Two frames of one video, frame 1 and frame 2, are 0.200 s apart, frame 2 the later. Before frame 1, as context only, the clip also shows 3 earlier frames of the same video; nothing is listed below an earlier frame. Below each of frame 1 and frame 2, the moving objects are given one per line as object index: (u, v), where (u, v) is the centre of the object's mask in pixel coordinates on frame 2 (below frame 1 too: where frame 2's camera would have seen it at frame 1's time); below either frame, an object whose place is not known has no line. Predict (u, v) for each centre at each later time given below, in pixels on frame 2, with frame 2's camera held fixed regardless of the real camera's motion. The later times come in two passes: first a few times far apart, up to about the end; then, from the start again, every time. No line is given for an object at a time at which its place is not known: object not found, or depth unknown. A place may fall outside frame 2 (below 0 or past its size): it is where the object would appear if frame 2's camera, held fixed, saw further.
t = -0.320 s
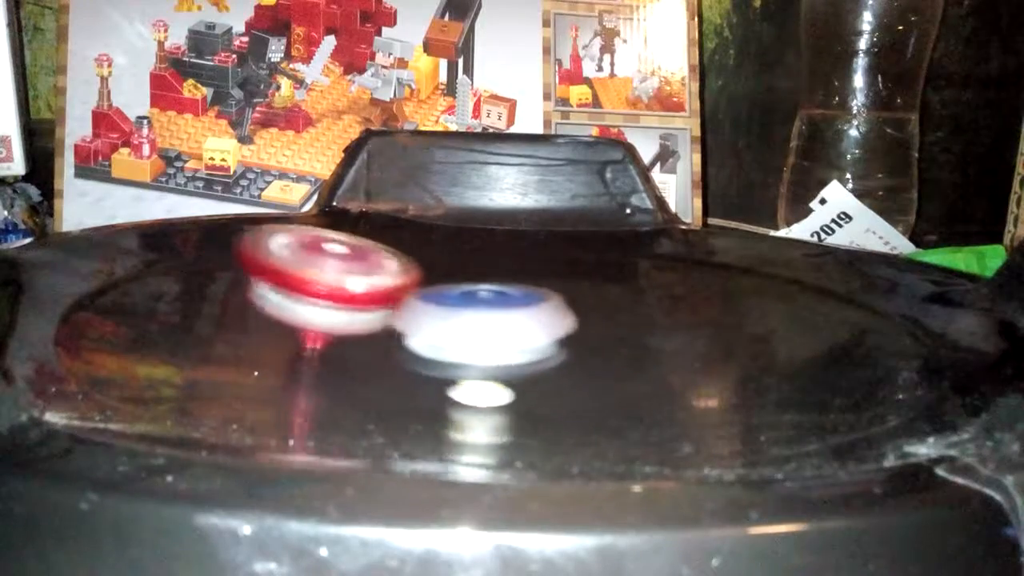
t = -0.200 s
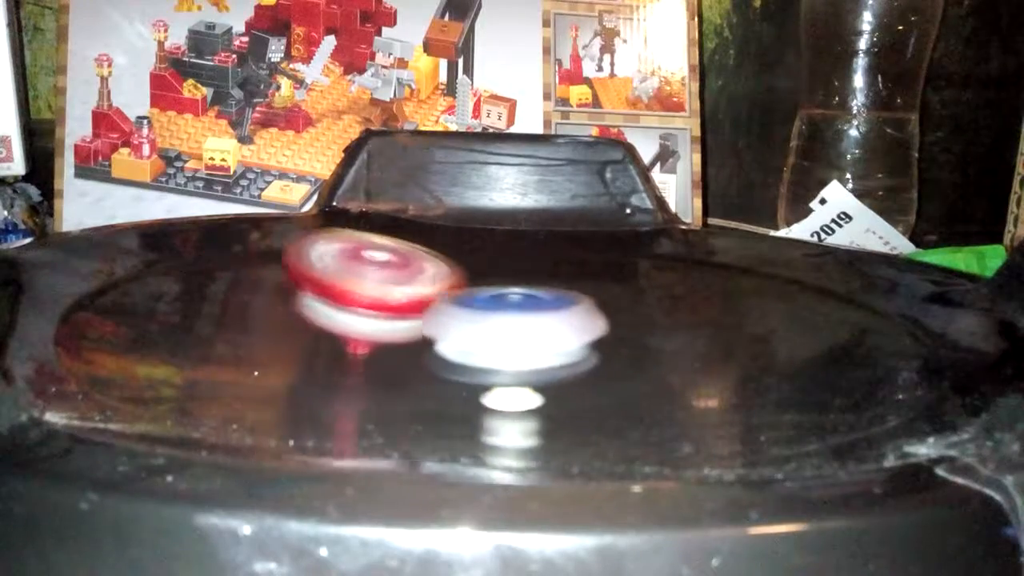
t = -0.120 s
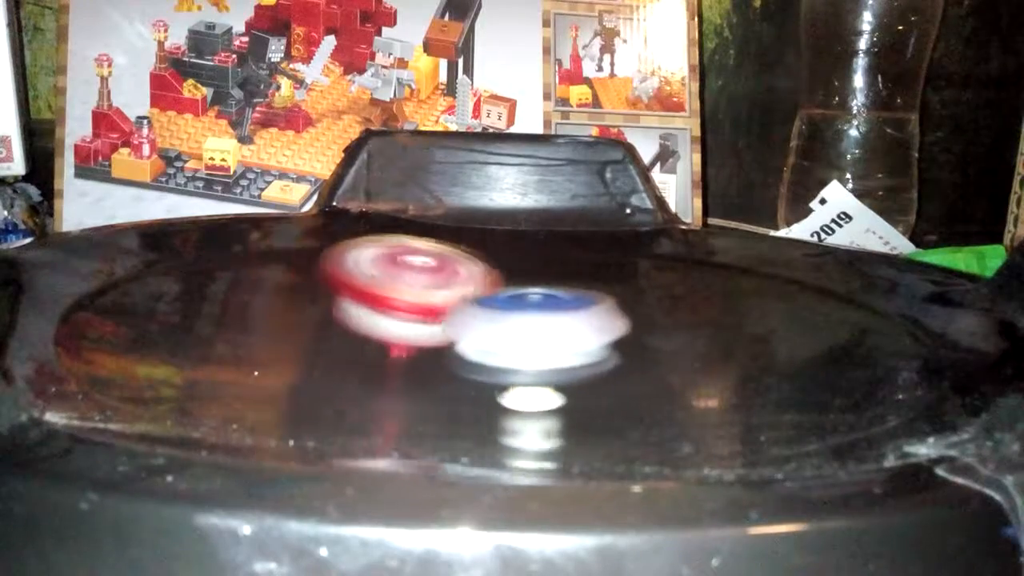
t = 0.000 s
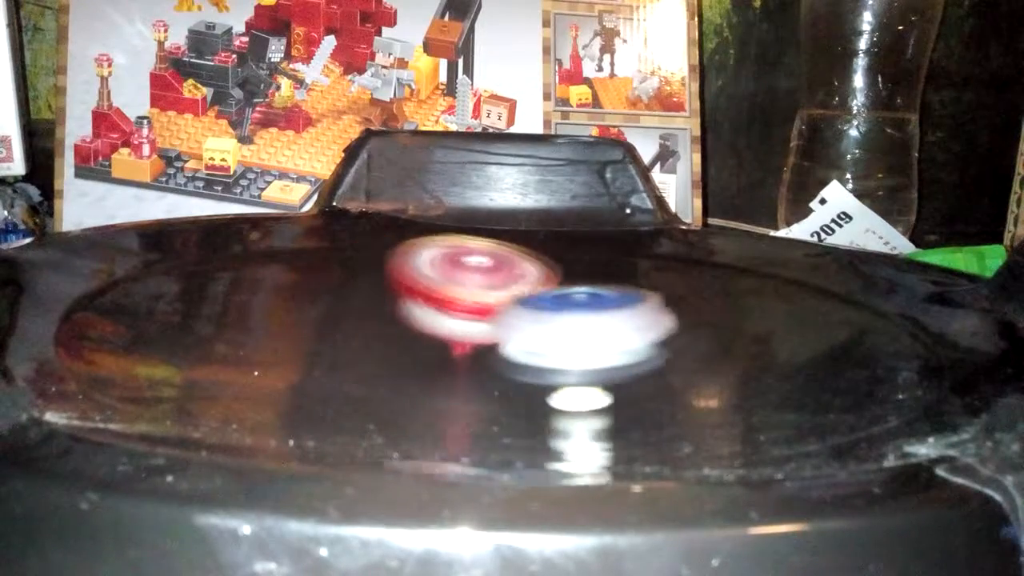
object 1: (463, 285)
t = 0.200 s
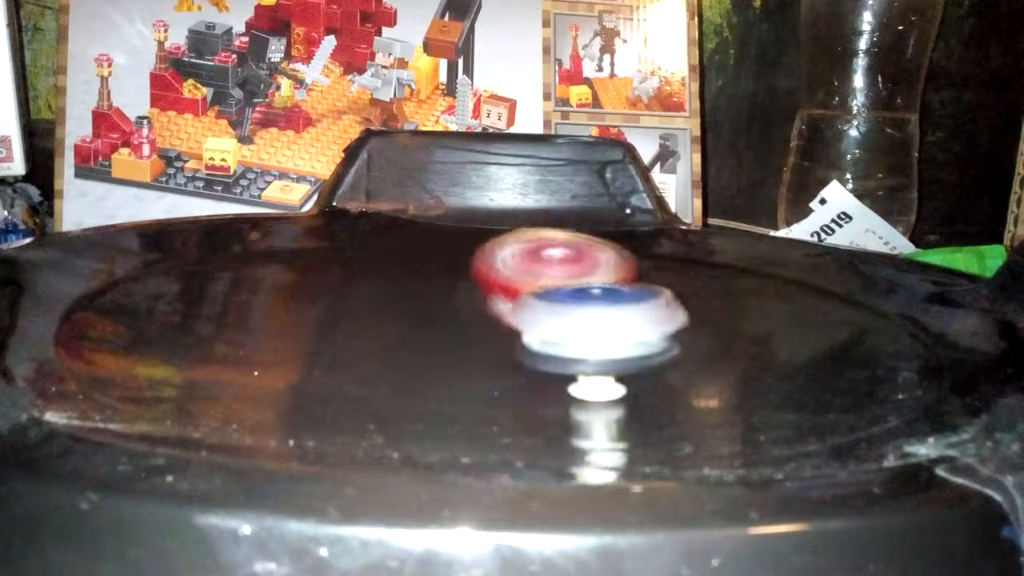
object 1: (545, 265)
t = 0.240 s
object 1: (560, 261)
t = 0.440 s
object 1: (590, 258)
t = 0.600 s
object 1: (577, 274)
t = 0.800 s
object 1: (580, 299)
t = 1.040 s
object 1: (588, 317)
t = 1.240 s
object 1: (582, 321)
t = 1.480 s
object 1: (590, 322)
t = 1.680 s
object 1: (572, 322)
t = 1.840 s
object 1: (524, 321)
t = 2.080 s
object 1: (441, 321)
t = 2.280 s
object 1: (407, 315)
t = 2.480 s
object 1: (418, 310)
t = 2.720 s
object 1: (420, 311)
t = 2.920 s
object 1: (426, 312)
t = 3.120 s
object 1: (449, 310)
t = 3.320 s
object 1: (467, 292)
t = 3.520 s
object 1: (511, 277)
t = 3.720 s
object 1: (528, 294)
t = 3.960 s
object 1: (524, 302)
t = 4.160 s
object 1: (543, 309)
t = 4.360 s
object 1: (546, 315)
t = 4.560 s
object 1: (545, 329)
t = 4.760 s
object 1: (497, 332)
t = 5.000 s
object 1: (438, 319)
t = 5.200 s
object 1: (431, 304)
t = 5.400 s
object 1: (422, 292)
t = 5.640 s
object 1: (449, 282)
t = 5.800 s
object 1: (501, 275)
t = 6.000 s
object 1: (541, 303)
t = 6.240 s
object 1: (545, 314)
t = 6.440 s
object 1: (557, 320)
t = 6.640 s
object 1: (537, 321)
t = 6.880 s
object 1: (502, 325)
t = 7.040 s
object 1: (469, 320)
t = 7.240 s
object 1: (454, 307)
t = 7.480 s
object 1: (413, 300)
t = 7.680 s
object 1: (414, 295)
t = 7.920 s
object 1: (437, 286)
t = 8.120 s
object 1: (493, 279)
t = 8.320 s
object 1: (514, 310)
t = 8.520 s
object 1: (533, 316)
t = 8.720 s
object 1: (532, 321)
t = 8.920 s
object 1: (526, 325)
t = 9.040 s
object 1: (504, 321)
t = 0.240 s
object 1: (560, 261)
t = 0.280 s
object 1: (571, 258)
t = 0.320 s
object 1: (581, 256)
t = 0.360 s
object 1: (587, 256)
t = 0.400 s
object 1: (590, 257)
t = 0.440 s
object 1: (590, 258)
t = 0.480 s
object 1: (587, 260)
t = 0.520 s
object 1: (583, 263)
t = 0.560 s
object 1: (579, 269)
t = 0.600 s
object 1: (577, 274)
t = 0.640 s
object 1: (573, 280)
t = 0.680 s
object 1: (570, 287)
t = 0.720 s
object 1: (569, 294)
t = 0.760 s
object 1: (574, 297)
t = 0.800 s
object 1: (580, 299)
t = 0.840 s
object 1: (586, 302)
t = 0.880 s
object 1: (590, 305)
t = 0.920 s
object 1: (593, 308)
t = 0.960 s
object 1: (594, 311)
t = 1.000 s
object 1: (592, 314)
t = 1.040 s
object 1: (588, 317)
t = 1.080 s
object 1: (581, 320)
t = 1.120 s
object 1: (573, 323)
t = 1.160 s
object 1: (574, 322)
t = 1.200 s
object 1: (581, 321)
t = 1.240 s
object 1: (582, 321)
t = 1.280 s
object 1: (580, 322)
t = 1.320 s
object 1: (577, 322)
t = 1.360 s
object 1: (574, 321)
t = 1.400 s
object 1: (582, 321)
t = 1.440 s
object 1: (588, 321)
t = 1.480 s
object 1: (590, 322)
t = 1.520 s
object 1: (590, 322)
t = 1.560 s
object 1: (588, 322)
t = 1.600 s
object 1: (586, 322)
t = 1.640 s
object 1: (580, 322)
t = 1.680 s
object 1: (572, 322)
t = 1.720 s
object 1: (563, 322)
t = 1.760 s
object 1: (550, 322)
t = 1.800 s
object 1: (537, 321)
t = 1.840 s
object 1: (524, 321)
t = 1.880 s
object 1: (511, 324)
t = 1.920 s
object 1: (497, 324)
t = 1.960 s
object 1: (481, 325)
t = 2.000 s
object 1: (467, 324)
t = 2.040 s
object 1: (454, 323)
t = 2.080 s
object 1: (441, 321)
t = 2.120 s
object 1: (430, 320)
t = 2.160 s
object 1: (421, 319)
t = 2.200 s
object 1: (415, 318)
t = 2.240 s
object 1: (410, 317)
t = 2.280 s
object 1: (407, 315)
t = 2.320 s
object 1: (406, 313)
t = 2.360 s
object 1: (406, 312)
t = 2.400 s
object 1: (409, 311)
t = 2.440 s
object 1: (412, 311)
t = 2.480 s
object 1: (418, 310)
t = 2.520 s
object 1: (426, 309)
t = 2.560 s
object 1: (423, 310)
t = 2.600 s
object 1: (421, 310)
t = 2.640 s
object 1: (419, 310)
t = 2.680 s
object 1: (419, 311)
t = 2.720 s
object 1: (420, 311)
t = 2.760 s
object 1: (422, 311)
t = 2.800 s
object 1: (423, 312)
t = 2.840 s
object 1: (424, 312)
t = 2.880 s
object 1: (425, 313)
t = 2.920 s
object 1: (426, 312)
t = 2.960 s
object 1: (430, 312)
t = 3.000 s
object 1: (436, 312)
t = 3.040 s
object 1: (441, 312)
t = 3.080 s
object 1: (445, 312)
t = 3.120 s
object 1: (449, 310)
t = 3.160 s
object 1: (452, 308)
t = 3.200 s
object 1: (454, 306)
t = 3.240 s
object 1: (457, 303)
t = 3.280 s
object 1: (462, 298)
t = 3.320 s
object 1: (467, 292)
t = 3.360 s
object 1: (472, 286)
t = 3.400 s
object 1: (482, 281)
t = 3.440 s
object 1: (495, 277)
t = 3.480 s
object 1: (503, 276)
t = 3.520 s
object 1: (511, 277)
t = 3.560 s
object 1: (519, 282)
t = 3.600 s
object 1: (525, 286)
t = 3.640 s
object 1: (527, 289)
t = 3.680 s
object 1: (528, 292)
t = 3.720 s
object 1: (528, 294)
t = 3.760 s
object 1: (530, 295)
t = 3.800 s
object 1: (529, 296)
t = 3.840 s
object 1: (529, 297)
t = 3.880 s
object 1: (528, 299)
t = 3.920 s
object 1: (527, 300)
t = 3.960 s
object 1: (524, 302)
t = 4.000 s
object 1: (522, 303)
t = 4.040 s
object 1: (528, 304)
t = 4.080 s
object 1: (533, 305)
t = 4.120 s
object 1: (539, 307)
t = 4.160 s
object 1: (543, 309)
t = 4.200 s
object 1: (546, 311)
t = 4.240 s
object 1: (546, 312)
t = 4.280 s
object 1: (545, 313)
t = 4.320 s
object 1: (545, 315)
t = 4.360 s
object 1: (546, 315)
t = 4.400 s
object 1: (550, 318)
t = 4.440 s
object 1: (551, 322)
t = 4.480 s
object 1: (553, 324)
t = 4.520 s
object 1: (549, 326)
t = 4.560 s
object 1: (545, 329)
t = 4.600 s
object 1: (539, 330)
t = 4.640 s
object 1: (530, 332)
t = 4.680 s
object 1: (519, 333)
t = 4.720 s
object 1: (509, 333)
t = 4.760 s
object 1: (497, 332)
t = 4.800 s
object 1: (484, 331)
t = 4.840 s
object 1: (473, 330)
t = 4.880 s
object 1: (462, 328)
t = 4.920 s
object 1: (452, 324)
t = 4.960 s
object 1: (445, 322)
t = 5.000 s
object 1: (438, 319)
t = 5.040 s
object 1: (433, 315)
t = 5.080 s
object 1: (430, 313)
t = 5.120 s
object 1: (429, 309)
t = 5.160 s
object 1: (429, 306)
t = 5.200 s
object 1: (431, 304)
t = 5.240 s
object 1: (430, 302)
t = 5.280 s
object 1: (428, 299)
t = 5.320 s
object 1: (424, 298)
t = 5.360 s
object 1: (423, 294)
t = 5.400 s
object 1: (422, 292)
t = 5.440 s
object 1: (425, 291)
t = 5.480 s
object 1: (427, 289)
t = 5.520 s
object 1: (430, 288)
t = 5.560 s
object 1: (435, 288)
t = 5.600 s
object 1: (441, 286)
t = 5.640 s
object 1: (449, 282)
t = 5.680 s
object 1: (461, 276)
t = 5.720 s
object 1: (474, 273)
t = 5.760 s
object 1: (486, 274)
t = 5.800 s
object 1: (501, 275)
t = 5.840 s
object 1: (516, 283)
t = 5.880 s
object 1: (526, 290)
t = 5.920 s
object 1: (534, 295)
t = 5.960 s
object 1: (538, 300)
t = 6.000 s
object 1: (541, 303)
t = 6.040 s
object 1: (544, 306)
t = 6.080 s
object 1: (545, 308)
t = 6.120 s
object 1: (546, 311)
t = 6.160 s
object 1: (543, 314)
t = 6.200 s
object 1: (543, 315)
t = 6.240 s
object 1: (545, 314)
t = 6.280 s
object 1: (547, 316)
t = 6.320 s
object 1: (554, 316)
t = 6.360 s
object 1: (556, 318)
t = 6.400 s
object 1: (560, 318)
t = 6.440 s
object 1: (557, 320)
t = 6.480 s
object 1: (556, 320)
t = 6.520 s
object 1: (552, 320)
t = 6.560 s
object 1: (546, 322)
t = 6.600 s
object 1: (542, 320)
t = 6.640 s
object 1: (537, 321)
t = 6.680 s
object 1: (534, 322)
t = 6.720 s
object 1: (530, 323)
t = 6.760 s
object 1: (526, 323)
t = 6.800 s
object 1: (516, 326)
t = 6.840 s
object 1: (511, 326)
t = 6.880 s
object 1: (502, 325)
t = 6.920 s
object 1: (492, 325)
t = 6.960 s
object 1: (484, 324)
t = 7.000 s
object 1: (477, 322)
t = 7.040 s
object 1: (469, 320)
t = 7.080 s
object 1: (464, 319)
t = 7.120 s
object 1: (459, 315)
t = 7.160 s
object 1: (456, 313)
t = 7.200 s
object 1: (455, 310)
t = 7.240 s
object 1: (454, 307)
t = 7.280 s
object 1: (455, 306)
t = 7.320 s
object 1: (444, 307)
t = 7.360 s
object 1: (437, 306)
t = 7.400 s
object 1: (430, 303)
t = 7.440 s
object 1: (423, 302)
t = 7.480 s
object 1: (413, 300)
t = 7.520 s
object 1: (411, 298)
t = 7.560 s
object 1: (408, 296)
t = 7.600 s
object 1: (408, 295)
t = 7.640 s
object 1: (409, 295)
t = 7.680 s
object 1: (414, 295)
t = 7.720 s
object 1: (417, 296)
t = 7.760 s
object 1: (424, 297)
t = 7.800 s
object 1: (427, 297)
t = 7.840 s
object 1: (430, 295)
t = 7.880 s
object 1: (434, 292)
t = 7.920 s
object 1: (437, 286)
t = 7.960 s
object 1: (438, 286)
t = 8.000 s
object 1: (453, 277)
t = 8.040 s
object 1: (465, 276)
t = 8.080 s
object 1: (478, 276)
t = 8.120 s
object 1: (493, 279)
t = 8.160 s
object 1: (501, 287)
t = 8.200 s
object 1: (507, 297)
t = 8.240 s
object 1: (508, 305)
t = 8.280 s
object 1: (511, 307)
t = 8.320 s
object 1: (514, 310)
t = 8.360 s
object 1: (519, 310)
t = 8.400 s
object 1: (524, 313)
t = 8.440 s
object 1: (526, 314)
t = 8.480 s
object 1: (532, 315)
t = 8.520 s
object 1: (533, 316)
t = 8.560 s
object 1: (533, 317)
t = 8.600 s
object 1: (533, 319)
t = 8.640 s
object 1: (533, 319)
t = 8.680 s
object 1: (533, 320)
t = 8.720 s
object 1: (532, 321)
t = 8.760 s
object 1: (534, 321)
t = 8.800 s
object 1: (532, 325)
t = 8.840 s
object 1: (527, 326)
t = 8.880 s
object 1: (529, 326)
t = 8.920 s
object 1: (526, 325)
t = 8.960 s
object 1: (521, 324)
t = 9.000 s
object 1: (512, 323)
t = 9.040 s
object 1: (504, 321)
